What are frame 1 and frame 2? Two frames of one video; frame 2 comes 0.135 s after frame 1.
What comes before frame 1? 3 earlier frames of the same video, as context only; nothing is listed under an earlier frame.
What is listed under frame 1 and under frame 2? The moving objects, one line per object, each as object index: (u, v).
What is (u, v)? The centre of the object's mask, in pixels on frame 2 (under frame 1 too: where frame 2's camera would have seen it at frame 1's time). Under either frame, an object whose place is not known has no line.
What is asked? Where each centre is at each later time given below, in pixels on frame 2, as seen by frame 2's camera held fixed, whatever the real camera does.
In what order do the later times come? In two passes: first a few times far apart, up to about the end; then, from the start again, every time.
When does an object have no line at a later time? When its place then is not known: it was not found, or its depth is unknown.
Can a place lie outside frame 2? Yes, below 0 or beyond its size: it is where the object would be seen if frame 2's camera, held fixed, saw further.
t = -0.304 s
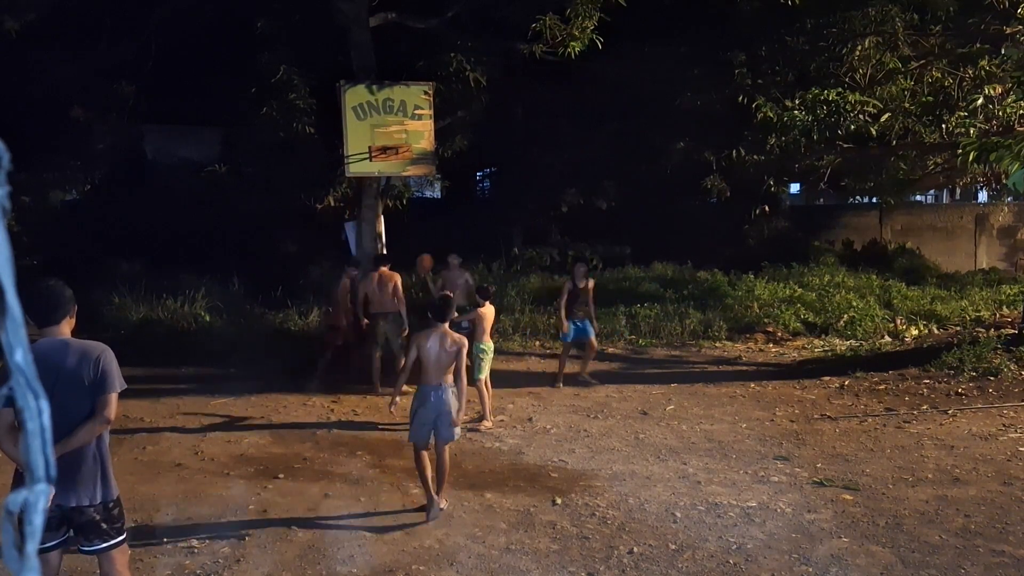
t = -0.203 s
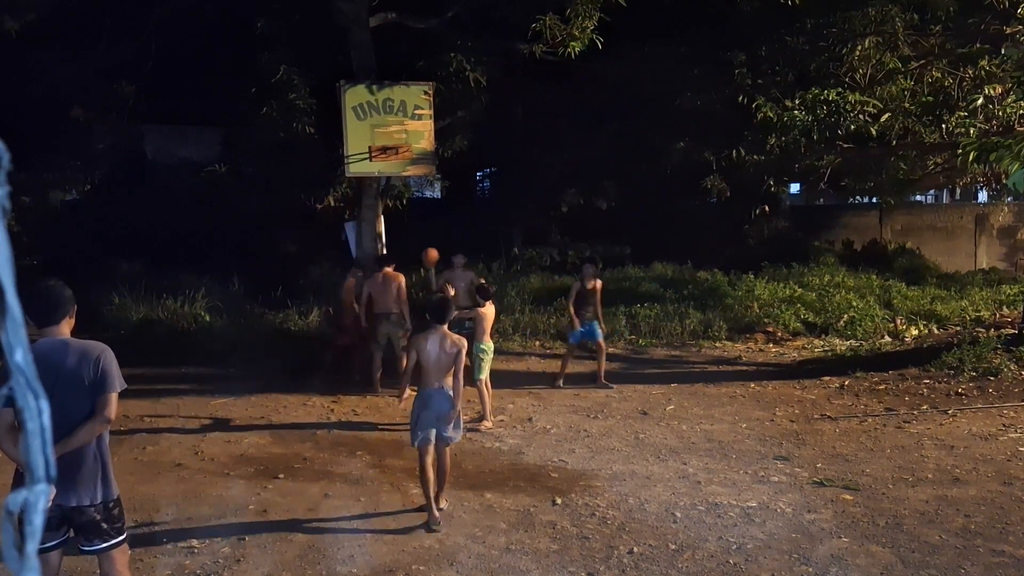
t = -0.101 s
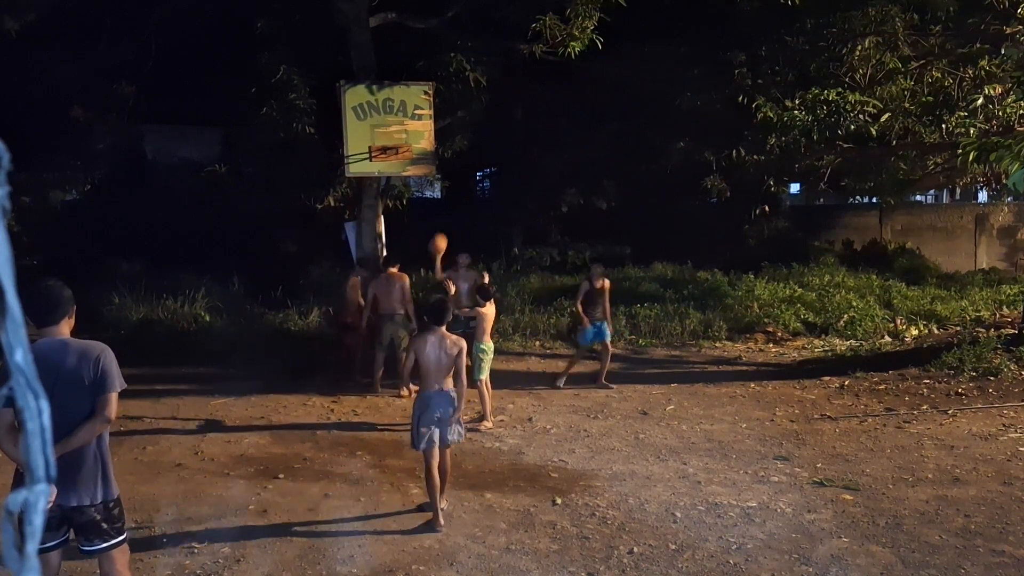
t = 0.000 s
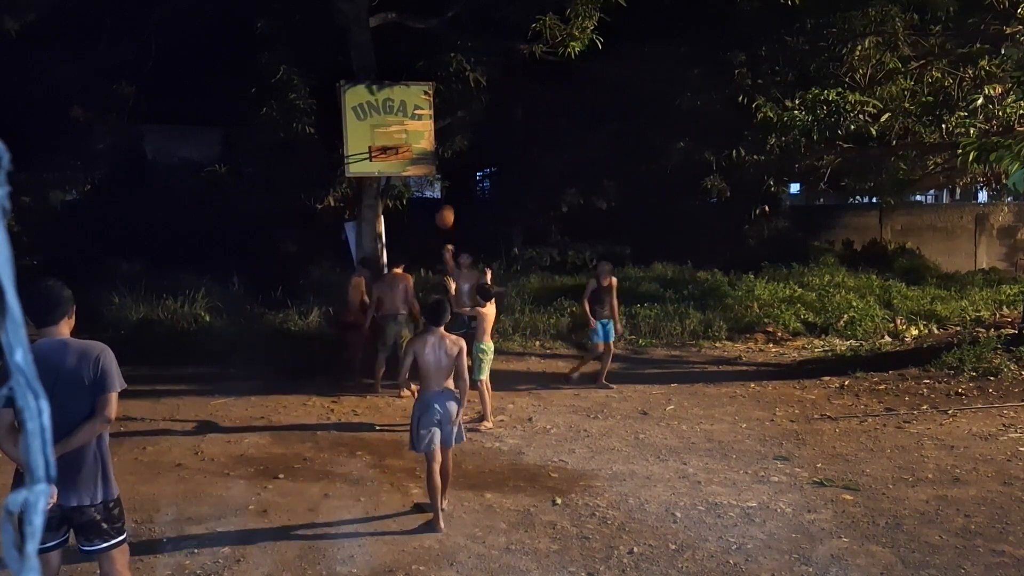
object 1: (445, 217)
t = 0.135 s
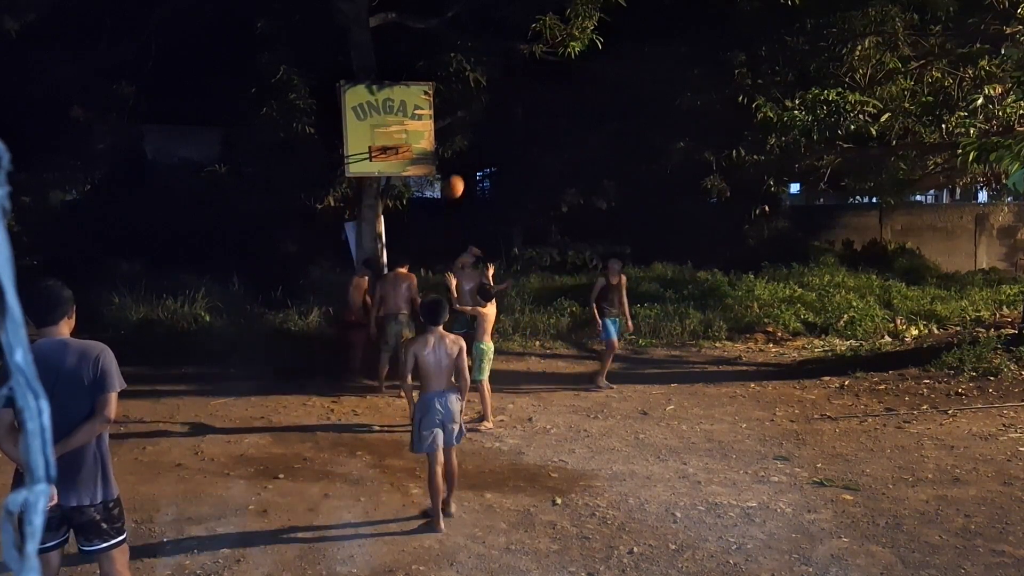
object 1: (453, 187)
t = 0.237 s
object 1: (461, 171)
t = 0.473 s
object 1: (482, 167)
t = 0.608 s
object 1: (499, 195)
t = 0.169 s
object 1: (455, 182)
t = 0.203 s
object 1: (458, 176)
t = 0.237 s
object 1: (461, 171)
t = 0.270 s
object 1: (464, 167)
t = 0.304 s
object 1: (467, 164)
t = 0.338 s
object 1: (469, 163)
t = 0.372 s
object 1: (472, 162)
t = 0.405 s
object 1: (475, 163)
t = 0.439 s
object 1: (479, 164)
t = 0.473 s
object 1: (482, 167)
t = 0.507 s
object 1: (486, 172)
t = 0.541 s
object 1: (490, 178)
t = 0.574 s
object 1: (494, 185)
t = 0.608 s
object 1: (499, 195)
